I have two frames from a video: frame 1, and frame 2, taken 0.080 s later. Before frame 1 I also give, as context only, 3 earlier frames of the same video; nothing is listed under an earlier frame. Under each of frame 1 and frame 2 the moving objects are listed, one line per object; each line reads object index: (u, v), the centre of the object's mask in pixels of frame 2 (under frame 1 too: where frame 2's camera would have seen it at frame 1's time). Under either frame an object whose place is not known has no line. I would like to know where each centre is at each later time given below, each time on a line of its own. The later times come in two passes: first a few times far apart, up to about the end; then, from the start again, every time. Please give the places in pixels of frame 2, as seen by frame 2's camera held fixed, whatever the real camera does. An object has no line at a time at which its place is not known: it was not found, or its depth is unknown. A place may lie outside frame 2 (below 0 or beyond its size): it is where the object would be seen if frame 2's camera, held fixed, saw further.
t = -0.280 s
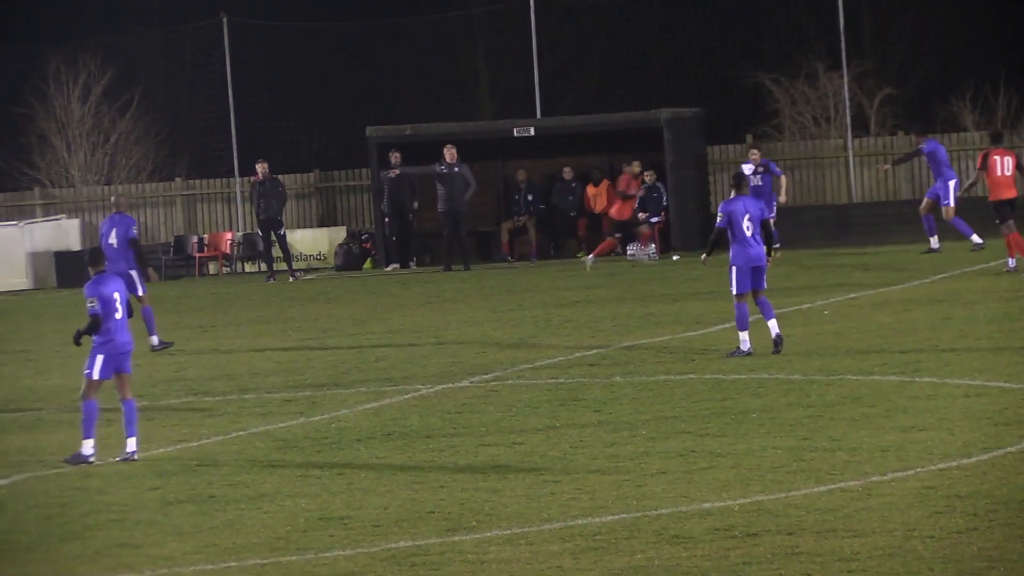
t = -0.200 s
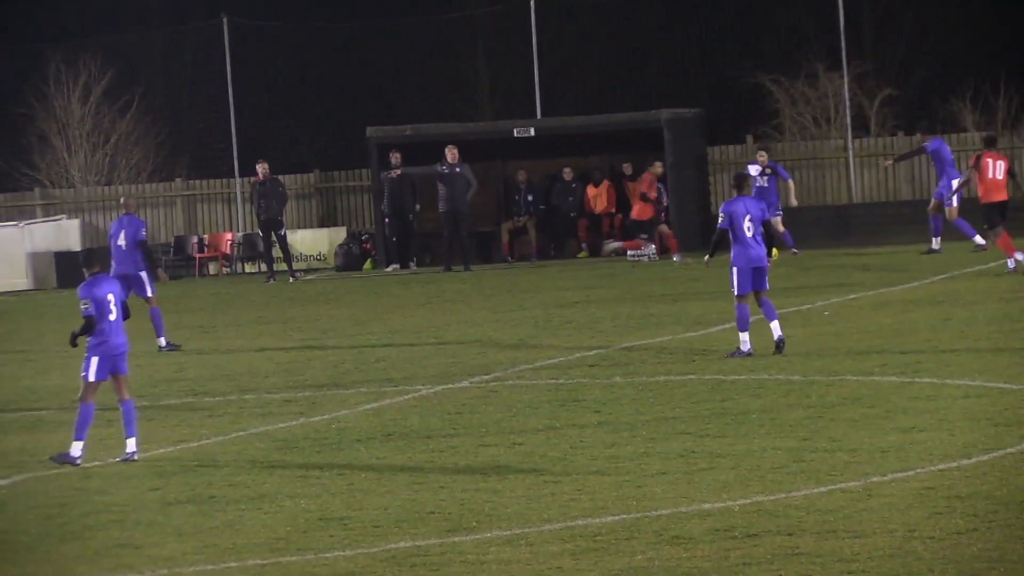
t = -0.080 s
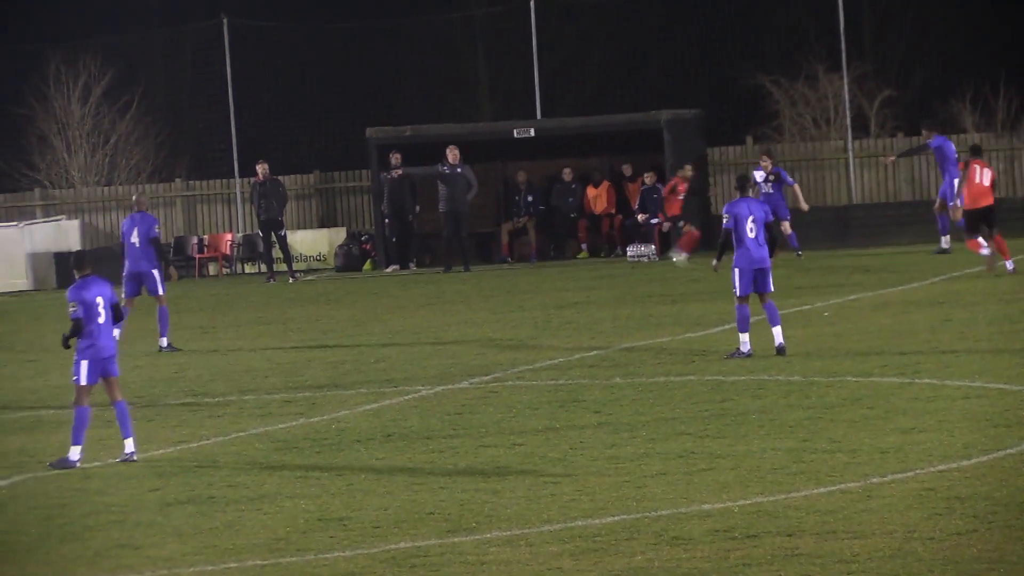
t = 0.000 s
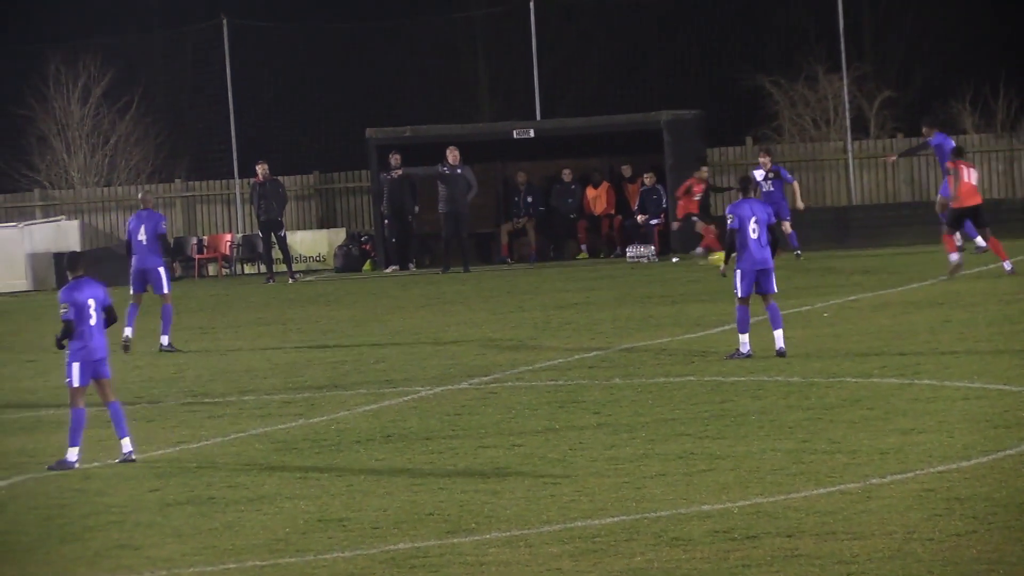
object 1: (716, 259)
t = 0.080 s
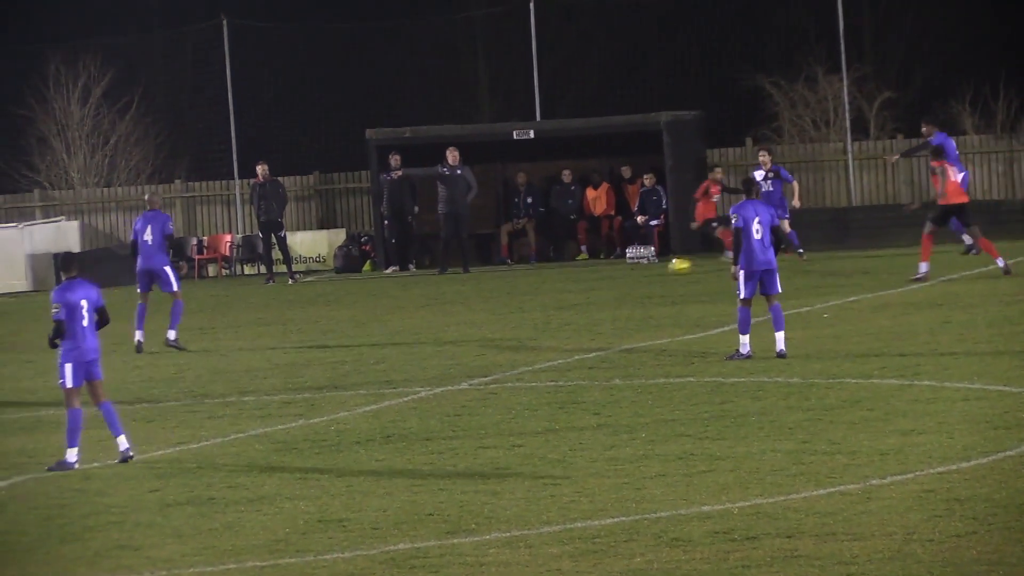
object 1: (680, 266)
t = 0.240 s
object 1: (602, 278)
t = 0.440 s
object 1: (509, 294)
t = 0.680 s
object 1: (408, 309)
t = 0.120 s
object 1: (660, 269)
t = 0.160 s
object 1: (641, 273)
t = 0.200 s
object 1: (622, 275)
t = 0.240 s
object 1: (602, 278)
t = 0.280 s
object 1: (584, 281)
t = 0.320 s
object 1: (564, 285)
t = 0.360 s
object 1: (546, 287)
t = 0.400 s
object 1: (528, 290)
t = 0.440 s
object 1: (509, 294)
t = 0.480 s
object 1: (491, 296)
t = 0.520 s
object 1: (474, 297)
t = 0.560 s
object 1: (457, 298)
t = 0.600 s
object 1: (440, 300)
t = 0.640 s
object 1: (422, 304)
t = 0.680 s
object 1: (408, 309)
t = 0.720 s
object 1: (393, 311)
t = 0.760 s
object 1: (377, 312)
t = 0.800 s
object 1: (362, 313)
